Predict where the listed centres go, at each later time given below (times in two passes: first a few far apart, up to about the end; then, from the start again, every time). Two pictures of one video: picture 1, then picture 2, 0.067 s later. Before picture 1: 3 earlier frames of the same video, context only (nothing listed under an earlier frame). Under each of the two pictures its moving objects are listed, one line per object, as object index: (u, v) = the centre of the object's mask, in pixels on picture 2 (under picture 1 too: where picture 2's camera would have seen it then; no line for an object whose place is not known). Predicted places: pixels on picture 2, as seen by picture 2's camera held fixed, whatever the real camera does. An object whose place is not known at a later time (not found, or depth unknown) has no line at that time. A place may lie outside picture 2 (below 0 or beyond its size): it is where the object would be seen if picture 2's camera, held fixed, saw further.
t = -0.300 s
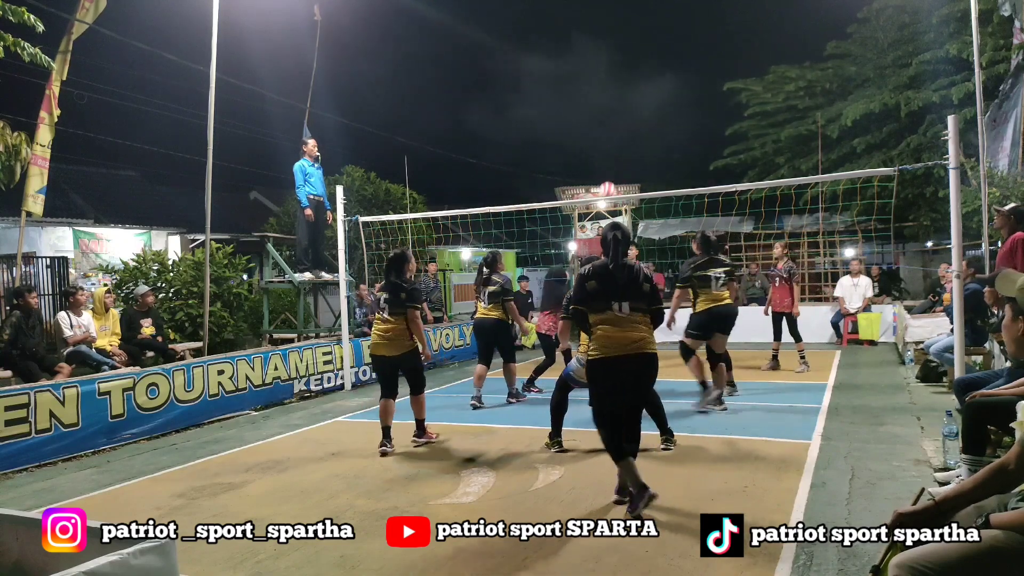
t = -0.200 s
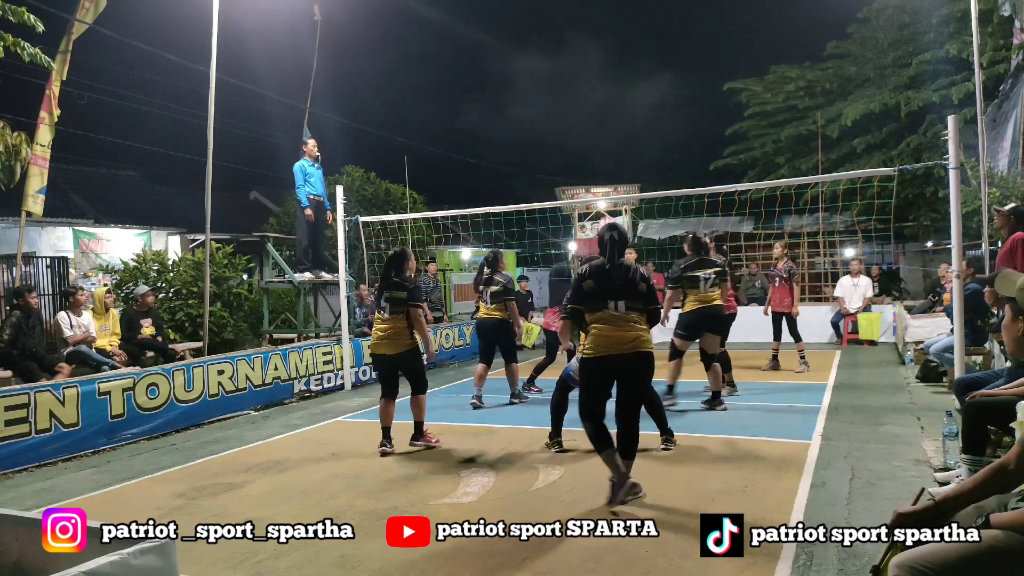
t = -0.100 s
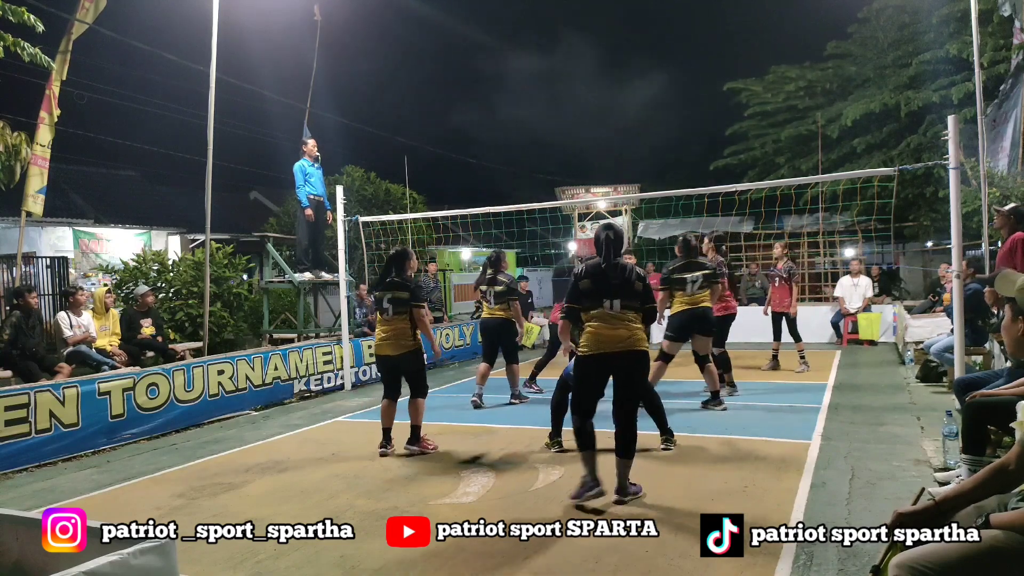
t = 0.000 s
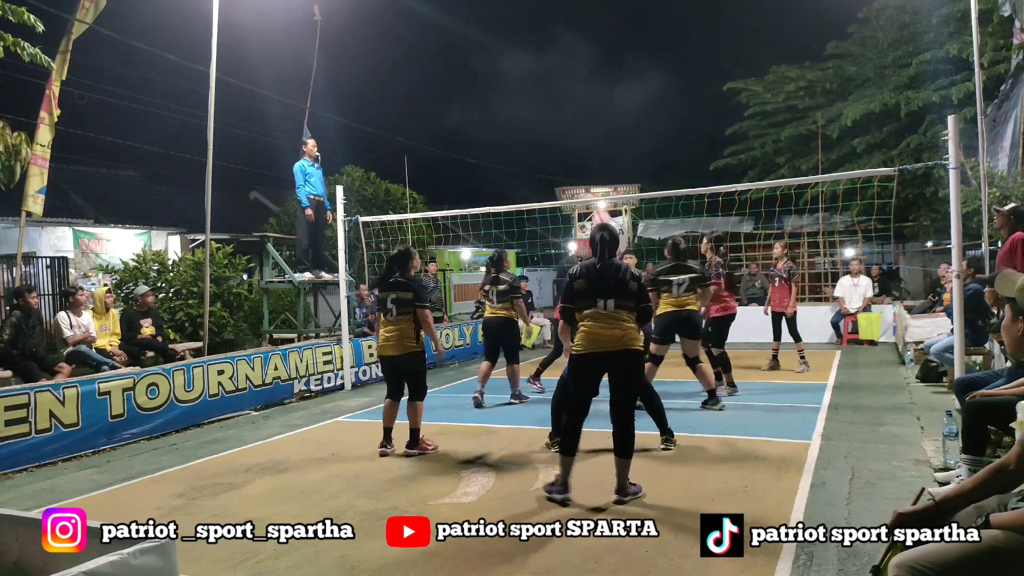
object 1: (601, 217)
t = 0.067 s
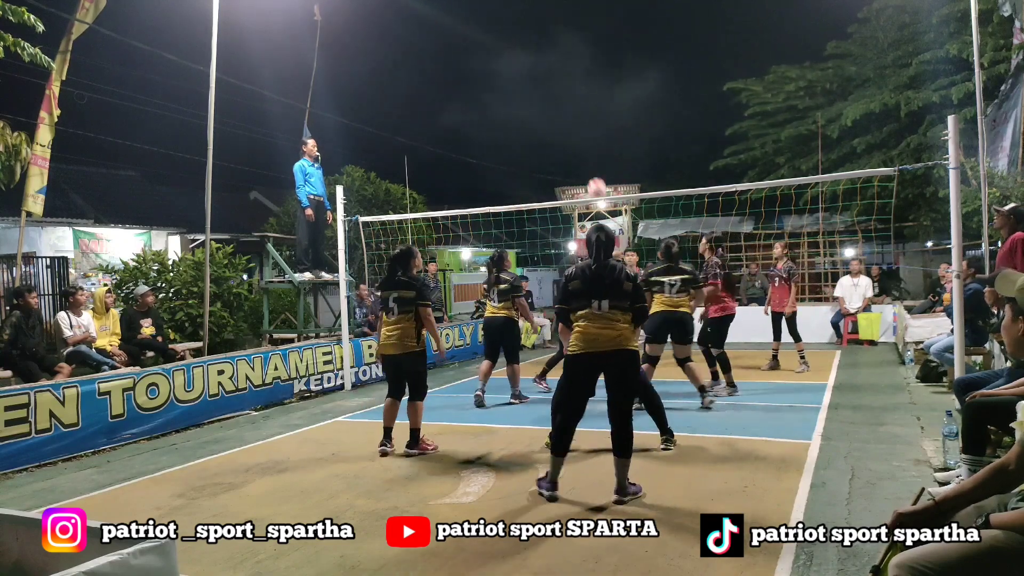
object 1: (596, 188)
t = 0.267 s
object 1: (583, 118)
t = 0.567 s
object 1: (565, 68)
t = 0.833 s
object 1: (550, 95)
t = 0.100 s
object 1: (594, 175)
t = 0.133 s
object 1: (592, 162)
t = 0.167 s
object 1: (590, 150)
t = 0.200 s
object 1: (588, 139)
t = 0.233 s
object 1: (586, 128)
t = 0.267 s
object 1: (583, 118)
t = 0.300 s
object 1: (581, 109)
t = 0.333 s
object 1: (579, 100)
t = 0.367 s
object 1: (577, 93)
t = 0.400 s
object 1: (576, 87)
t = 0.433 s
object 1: (574, 81)
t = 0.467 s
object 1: (571, 76)
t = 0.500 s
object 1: (569, 73)
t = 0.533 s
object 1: (567, 70)
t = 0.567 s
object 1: (565, 68)
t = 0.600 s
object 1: (563, 67)
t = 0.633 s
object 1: (561, 68)
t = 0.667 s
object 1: (559, 69)
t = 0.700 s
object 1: (557, 72)
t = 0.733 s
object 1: (555, 76)
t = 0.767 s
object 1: (554, 81)
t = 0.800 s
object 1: (552, 87)
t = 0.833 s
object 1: (550, 95)
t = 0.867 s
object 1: (548, 103)
